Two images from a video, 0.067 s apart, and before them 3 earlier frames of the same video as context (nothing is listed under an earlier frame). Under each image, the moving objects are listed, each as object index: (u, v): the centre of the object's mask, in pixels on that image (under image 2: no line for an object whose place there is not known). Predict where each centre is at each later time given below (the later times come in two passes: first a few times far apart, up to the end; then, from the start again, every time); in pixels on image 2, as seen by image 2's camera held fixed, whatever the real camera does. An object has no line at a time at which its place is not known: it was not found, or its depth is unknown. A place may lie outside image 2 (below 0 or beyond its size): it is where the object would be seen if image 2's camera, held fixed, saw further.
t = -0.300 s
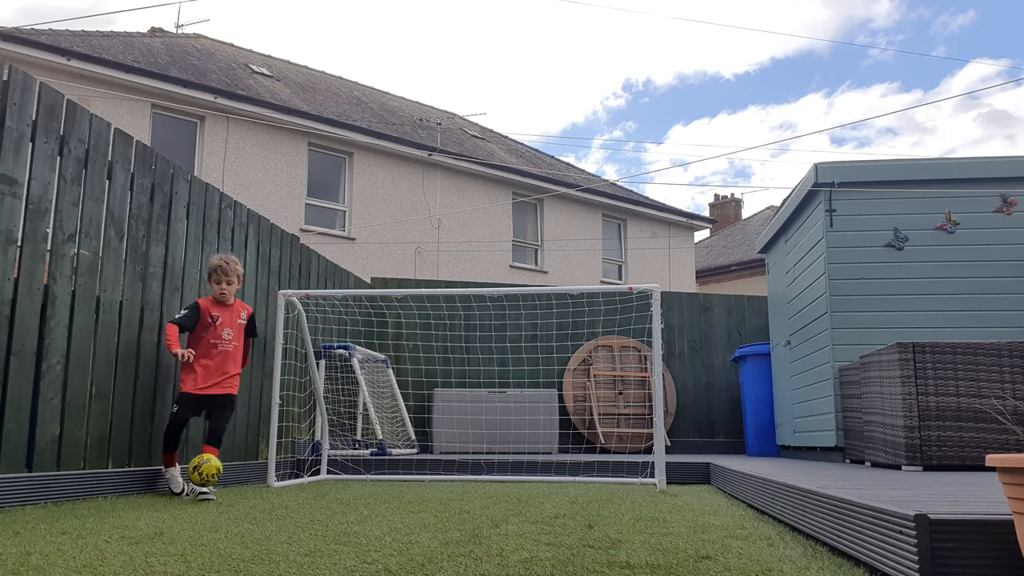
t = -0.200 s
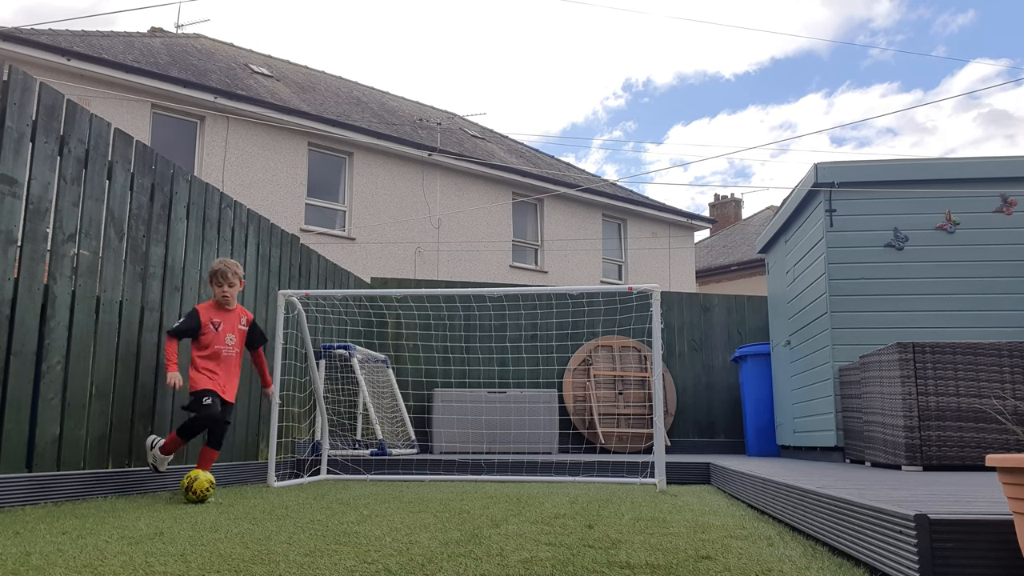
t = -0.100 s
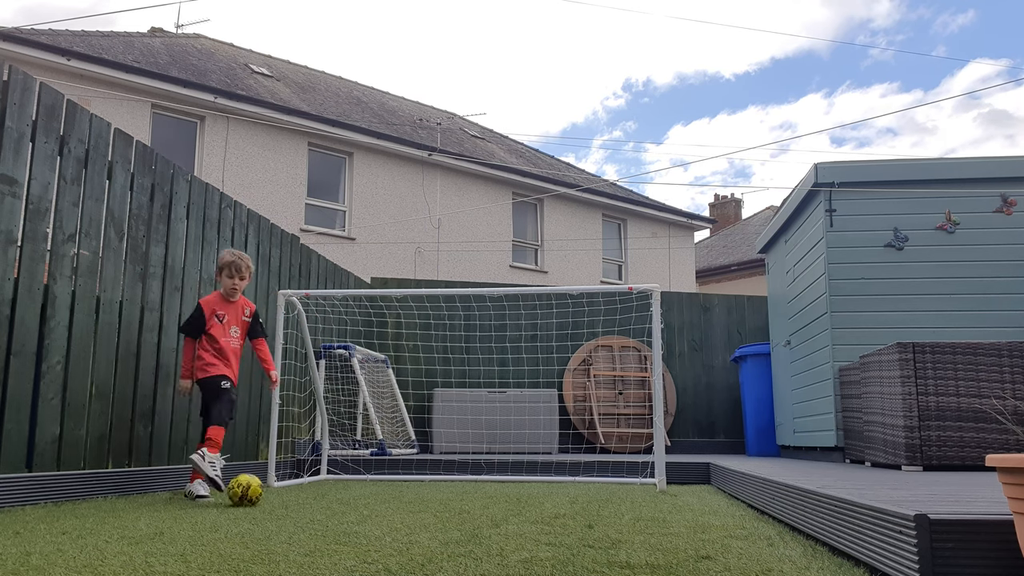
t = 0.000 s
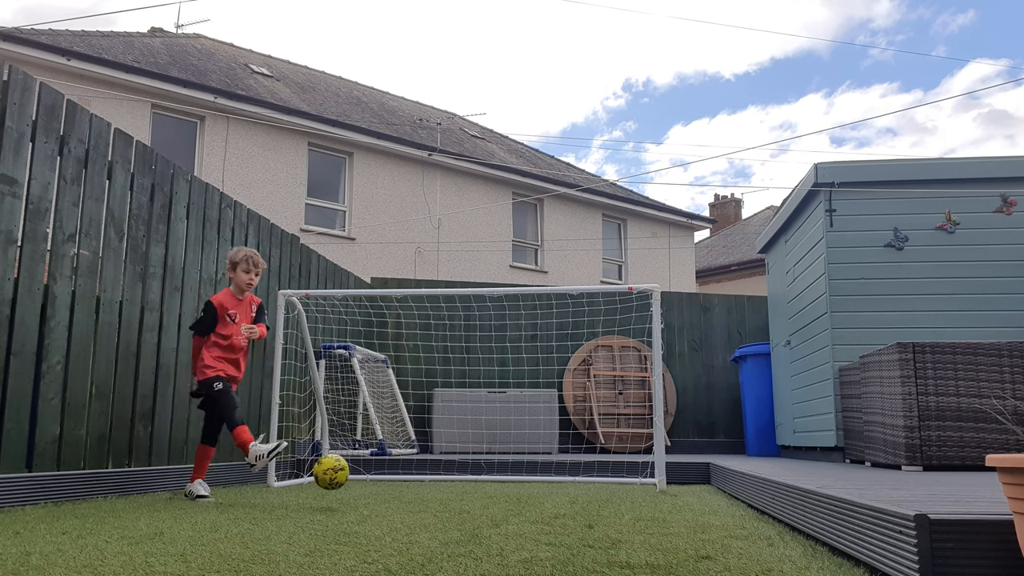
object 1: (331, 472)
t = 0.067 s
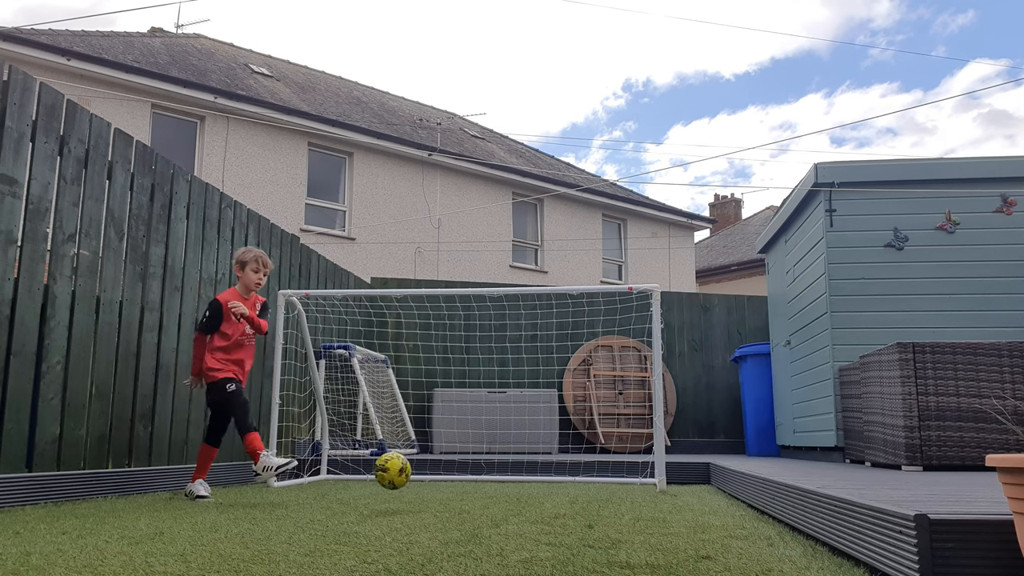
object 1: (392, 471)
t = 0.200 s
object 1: (519, 494)
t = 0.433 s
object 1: (698, 488)
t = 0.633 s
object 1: (701, 470)
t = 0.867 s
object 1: (567, 503)
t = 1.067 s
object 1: (527, 509)
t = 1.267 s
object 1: (490, 508)
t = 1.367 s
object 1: (470, 510)
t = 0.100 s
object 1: (424, 475)
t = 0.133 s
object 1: (457, 483)
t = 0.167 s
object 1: (491, 494)
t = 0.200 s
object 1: (519, 494)
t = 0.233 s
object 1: (542, 484)
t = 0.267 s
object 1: (566, 476)
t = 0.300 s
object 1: (592, 474)
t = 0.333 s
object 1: (616, 473)
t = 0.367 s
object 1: (642, 474)
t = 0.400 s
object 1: (669, 479)
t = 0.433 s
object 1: (698, 488)
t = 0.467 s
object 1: (726, 501)
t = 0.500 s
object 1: (755, 506)
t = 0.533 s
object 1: (760, 494)
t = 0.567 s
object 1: (740, 483)
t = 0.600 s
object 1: (721, 475)
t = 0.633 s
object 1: (701, 470)
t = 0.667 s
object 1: (681, 468)
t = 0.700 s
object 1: (660, 470)
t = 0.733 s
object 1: (639, 474)
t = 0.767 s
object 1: (619, 482)
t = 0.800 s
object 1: (597, 492)
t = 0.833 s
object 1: (577, 506)
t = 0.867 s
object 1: (567, 503)
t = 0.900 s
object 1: (560, 495)
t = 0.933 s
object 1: (554, 491)
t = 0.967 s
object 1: (547, 491)
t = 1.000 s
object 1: (541, 493)
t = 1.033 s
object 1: (534, 499)
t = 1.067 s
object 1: (527, 509)
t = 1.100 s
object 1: (521, 507)
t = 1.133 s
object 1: (515, 503)
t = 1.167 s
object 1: (509, 502)
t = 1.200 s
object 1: (503, 505)
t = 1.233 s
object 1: (497, 510)
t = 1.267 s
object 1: (490, 508)
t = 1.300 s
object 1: (484, 507)
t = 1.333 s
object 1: (477, 510)
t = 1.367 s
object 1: (470, 510)
